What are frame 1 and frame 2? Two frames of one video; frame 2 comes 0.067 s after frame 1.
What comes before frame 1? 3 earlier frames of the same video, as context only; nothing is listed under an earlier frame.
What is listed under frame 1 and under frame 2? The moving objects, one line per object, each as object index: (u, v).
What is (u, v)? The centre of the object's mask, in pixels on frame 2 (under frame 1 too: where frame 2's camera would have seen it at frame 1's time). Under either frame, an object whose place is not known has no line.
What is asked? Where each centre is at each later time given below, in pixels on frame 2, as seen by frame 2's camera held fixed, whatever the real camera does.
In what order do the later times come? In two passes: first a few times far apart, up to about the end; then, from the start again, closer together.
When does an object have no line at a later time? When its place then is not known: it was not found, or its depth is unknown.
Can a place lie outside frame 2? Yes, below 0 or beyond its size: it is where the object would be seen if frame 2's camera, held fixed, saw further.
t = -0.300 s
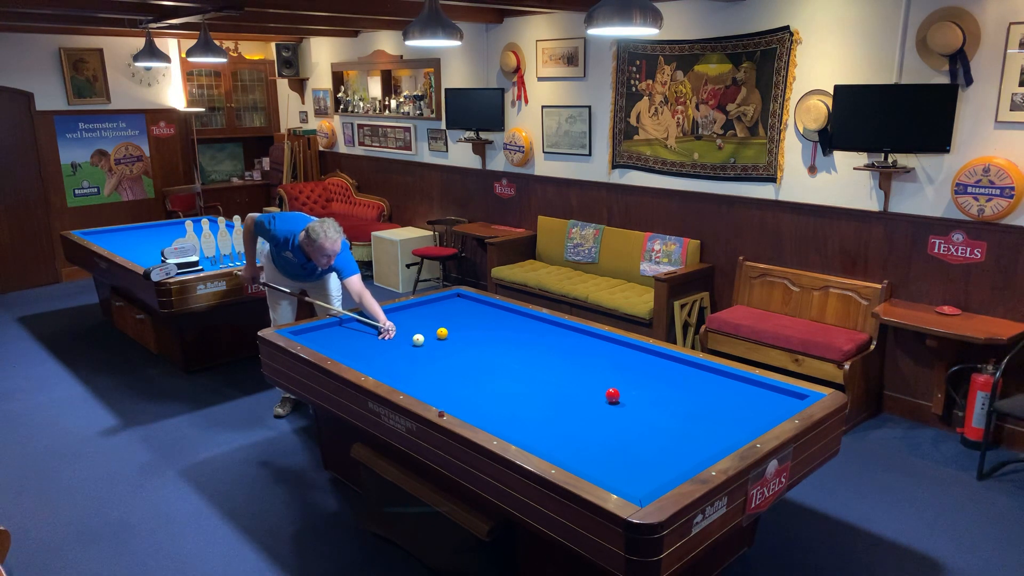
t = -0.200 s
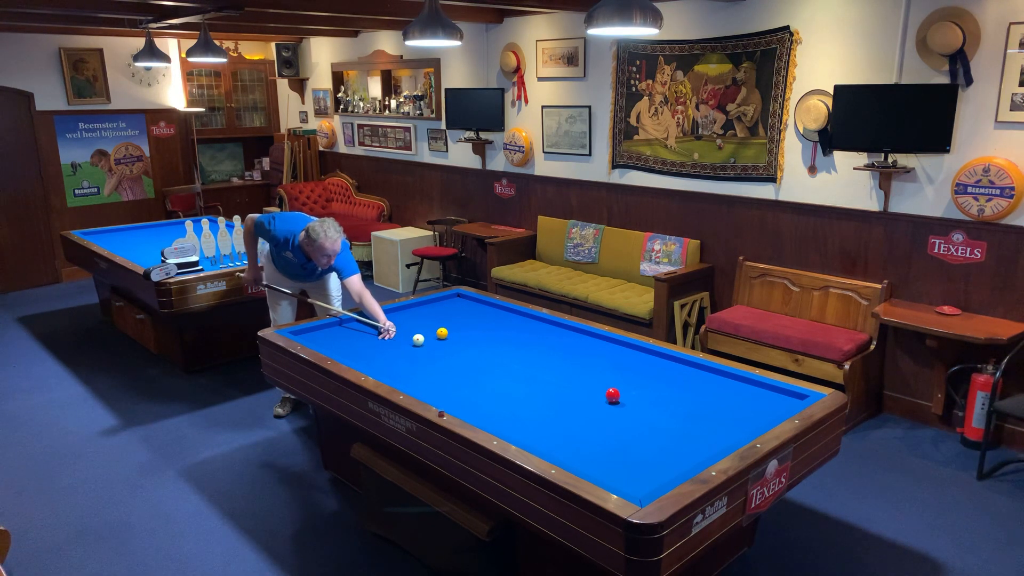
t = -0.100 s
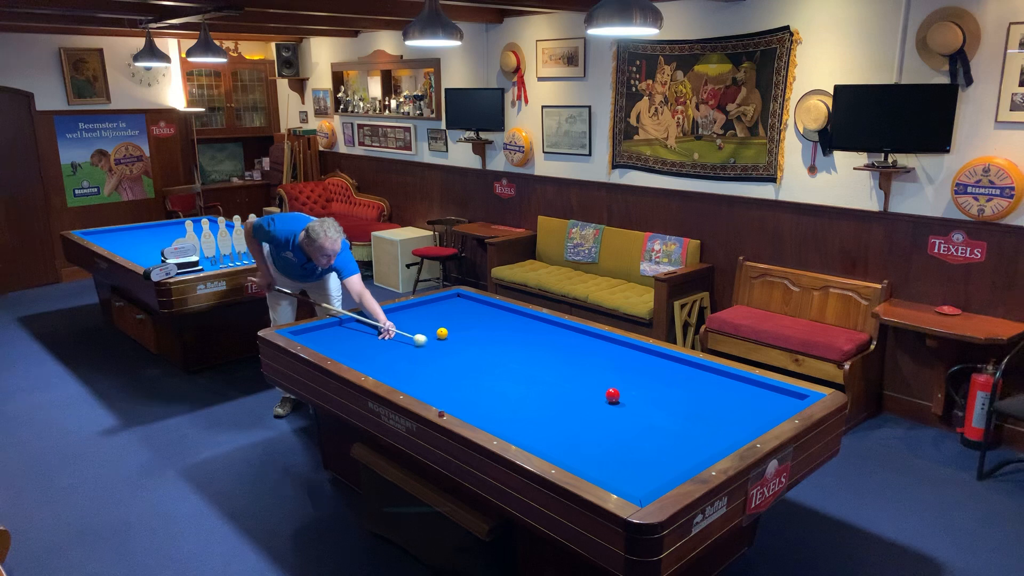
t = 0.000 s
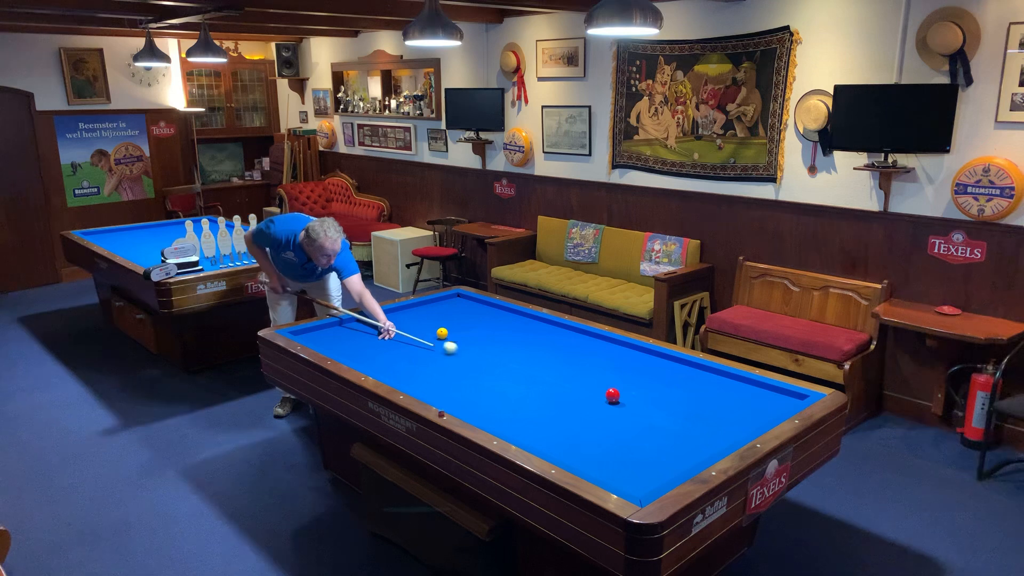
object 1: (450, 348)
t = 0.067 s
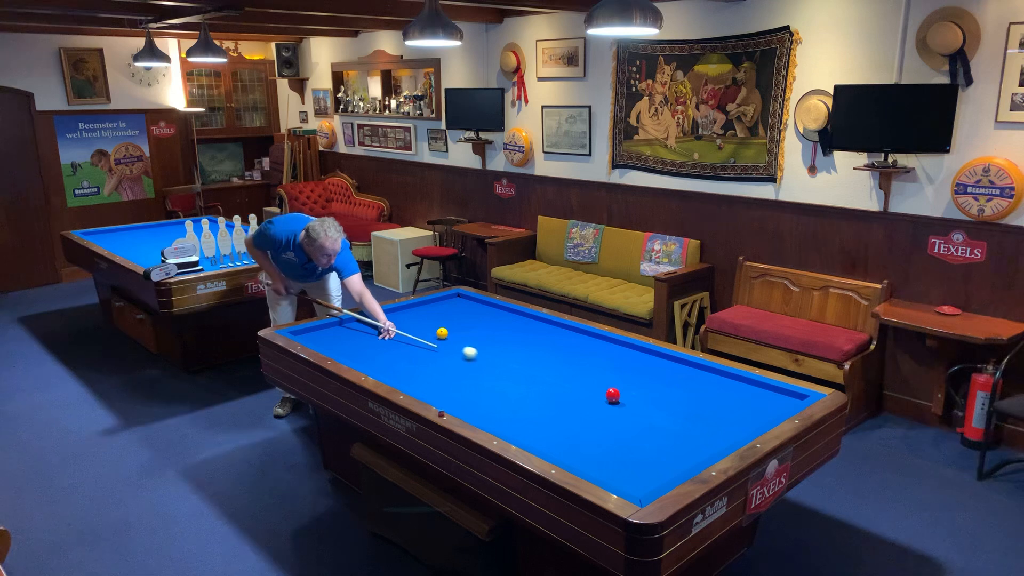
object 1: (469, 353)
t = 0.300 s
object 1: (541, 372)
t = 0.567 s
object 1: (623, 389)
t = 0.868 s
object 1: (695, 390)
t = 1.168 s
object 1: (770, 392)
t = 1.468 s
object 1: (775, 401)
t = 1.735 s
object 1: (737, 402)
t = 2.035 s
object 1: (695, 403)
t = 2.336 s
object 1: (654, 403)
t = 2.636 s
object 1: (613, 404)
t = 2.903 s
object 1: (579, 405)
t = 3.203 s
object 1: (541, 406)
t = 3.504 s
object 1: (504, 407)
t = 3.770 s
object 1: (472, 407)
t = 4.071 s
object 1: (454, 402)
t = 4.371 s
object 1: (452, 392)
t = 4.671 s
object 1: (450, 384)
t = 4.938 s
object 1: (449, 376)
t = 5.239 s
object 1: (447, 369)
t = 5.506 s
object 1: (446, 363)
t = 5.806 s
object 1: (445, 358)
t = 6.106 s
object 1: (444, 352)
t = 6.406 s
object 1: (443, 348)
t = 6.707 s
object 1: (442, 343)
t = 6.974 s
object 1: (441, 339)
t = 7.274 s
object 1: (440, 338)
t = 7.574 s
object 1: (440, 337)
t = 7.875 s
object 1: (439, 337)
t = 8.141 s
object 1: (439, 337)
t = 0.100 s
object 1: (479, 356)
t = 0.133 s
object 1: (489, 358)
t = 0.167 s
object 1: (499, 361)
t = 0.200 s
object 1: (509, 364)
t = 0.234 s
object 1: (520, 367)
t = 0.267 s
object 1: (531, 370)
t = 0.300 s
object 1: (541, 372)
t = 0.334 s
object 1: (552, 376)
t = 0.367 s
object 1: (564, 379)
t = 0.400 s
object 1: (575, 382)
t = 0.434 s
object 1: (587, 385)
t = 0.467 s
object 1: (598, 388)
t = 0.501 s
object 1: (608, 388)
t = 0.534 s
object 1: (615, 388)
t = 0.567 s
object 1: (623, 389)
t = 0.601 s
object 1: (631, 388)
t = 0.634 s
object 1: (638, 388)
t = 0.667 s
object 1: (646, 388)
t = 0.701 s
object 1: (654, 388)
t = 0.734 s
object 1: (662, 389)
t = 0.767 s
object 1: (670, 389)
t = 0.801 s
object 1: (679, 389)
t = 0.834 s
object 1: (687, 389)
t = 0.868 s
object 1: (695, 390)
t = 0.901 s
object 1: (703, 390)
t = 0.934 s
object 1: (712, 390)
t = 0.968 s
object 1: (720, 391)
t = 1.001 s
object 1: (728, 391)
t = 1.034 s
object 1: (736, 391)
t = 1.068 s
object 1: (745, 391)
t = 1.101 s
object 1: (753, 392)
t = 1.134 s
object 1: (761, 392)
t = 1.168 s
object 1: (770, 392)
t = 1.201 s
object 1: (778, 392)
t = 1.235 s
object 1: (785, 393)
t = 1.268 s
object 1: (789, 395)
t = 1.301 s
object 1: (792, 398)
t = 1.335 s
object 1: (795, 399)
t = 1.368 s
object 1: (790, 400)
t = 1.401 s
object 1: (785, 400)
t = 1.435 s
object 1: (780, 400)
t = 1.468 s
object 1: (775, 401)
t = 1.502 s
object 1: (770, 401)
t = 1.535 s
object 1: (765, 401)
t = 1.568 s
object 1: (761, 401)
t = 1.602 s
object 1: (756, 401)
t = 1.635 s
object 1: (751, 401)
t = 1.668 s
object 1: (746, 401)
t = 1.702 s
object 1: (742, 402)
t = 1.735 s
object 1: (737, 402)
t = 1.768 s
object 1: (732, 402)
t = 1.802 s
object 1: (727, 402)
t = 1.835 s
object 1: (723, 402)
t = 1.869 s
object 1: (718, 402)
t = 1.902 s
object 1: (713, 402)
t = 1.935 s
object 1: (709, 402)
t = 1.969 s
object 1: (704, 402)
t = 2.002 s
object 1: (699, 403)
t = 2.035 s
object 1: (695, 403)
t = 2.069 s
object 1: (690, 403)
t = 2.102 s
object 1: (685, 403)
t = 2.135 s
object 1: (681, 403)
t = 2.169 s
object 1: (676, 403)
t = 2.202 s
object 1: (672, 403)
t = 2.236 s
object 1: (667, 403)
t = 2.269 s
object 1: (663, 403)
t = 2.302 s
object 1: (658, 403)
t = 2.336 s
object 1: (654, 403)
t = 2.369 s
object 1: (649, 403)
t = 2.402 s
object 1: (644, 404)
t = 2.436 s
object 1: (640, 404)
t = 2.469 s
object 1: (635, 404)
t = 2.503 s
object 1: (631, 404)
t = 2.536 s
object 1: (627, 404)
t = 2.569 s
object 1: (622, 404)
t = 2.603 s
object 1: (618, 404)
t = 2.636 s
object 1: (613, 404)
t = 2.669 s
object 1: (609, 404)
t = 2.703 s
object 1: (605, 404)
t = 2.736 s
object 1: (600, 404)
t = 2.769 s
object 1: (596, 405)
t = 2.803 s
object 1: (592, 405)
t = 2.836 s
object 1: (587, 405)
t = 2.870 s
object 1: (583, 405)
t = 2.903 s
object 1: (579, 405)
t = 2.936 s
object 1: (574, 405)
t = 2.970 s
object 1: (570, 405)
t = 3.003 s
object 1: (566, 405)
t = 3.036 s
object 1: (562, 405)
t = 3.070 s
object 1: (558, 405)
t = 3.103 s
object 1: (553, 406)
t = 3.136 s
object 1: (549, 406)
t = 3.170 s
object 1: (545, 406)
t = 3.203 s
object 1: (541, 406)
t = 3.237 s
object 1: (537, 406)
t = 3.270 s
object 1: (532, 406)
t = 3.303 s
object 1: (528, 406)
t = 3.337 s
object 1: (524, 406)
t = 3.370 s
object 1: (520, 406)
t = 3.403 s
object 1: (516, 406)
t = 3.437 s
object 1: (512, 407)
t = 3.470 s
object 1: (508, 407)
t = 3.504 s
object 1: (504, 407)
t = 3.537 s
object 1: (500, 407)
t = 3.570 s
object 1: (496, 407)
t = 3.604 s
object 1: (491, 407)
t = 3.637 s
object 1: (487, 407)
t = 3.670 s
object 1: (483, 407)
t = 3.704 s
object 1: (479, 408)
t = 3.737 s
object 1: (476, 408)
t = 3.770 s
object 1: (472, 407)
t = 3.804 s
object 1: (468, 407)
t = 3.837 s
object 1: (464, 407)
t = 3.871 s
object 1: (460, 406)
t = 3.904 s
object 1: (456, 405)
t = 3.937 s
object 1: (455, 405)
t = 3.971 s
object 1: (455, 404)
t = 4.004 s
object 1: (455, 403)
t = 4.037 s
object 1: (455, 402)
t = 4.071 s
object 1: (454, 402)
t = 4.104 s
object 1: (454, 401)
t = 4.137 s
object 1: (454, 400)
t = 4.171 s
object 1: (453, 399)
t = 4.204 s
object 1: (453, 398)
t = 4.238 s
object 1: (453, 397)
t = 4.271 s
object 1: (453, 396)
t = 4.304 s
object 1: (452, 395)
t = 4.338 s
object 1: (452, 394)
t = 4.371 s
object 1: (452, 392)
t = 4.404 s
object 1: (452, 392)
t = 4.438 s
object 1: (451, 391)
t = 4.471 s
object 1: (451, 390)
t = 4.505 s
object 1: (451, 389)
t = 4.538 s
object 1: (451, 388)
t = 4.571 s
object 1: (451, 386)
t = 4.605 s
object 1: (451, 386)
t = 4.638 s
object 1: (450, 384)
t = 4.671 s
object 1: (450, 384)
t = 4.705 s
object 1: (450, 383)
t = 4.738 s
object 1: (450, 382)
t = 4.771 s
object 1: (450, 381)
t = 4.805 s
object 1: (449, 380)
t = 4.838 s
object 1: (449, 379)
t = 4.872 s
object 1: (449, 378)
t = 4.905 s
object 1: (449, 378)
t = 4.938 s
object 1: (449, 376)
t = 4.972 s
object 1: (449, 376)
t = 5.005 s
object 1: (448, 375)
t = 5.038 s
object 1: (448, 374)
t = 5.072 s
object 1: (448, 373)
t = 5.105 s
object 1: (448, 372)
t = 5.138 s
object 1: (448, 371)
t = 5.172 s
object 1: (448, 371)
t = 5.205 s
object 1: (447, 370)
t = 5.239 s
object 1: (447, 369)
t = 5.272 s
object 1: (447, 368)
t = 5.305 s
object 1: (447, 368)
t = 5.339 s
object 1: (447, 367)
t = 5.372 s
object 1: (447, 366)
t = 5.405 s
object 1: (447, 365)
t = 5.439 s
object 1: (447, 365)
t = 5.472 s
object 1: (446, 364)
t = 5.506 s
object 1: (446, 363)
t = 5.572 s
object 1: (446, 363)
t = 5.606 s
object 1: (446, 362)
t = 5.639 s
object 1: (446, 361)
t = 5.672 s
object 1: (446, 361)
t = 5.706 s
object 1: (445, 360)
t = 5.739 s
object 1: (445, 359)
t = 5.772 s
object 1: (445, 358)
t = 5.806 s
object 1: (445, 358)
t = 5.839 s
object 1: (445, 357)
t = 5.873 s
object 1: (445, 357)
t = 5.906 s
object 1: (444, 356)
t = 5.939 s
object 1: (444, 355)
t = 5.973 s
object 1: (444, 355)
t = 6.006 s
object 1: (444, 354)
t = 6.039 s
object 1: (444, 353)
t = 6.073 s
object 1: (444, 353)
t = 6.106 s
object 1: (444, 352)
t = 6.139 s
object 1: (444, 352)
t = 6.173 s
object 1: (444, 351)
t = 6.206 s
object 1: (443, 351)
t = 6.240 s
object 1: (443, 350)
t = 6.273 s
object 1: (443, 349)
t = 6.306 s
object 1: (443, 349)
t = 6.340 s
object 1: (443, 348)
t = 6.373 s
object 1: (443, 348)
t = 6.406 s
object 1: (443, 348)
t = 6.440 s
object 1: (442, 347)
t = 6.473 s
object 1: (442, 346)
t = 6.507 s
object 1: (442, 346)
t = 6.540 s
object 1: (442, 345)
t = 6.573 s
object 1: (442, 345)
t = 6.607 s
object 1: (442, 344)
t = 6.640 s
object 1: (442, 344)
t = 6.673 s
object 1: (442, 344)
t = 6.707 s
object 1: (442, 343)
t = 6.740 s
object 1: (442, 343)
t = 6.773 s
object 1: (441, 342)
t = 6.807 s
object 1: (441, 342)
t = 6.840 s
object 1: (441, 341)
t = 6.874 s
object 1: (441, 341)
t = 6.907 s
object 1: (441, 340)
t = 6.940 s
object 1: (441, 340)
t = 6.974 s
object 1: (441, 339)
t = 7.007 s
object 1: (441, 339)
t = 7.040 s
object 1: (441, 339)
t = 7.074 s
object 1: (441, 338)
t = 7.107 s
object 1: (441, 338)
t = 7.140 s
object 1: (441, 338)
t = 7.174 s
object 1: (441, 338)
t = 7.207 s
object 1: (440, 338)
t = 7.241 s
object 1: (440, 338)
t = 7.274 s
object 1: (440, 338)
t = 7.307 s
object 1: (440, 337)
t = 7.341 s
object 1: (440, 337)
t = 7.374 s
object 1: (440, 337)
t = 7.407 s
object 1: (440, 337)
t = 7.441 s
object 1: (440, 337)
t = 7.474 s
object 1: (440, 337)
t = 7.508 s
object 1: (440, 337)
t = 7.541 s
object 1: (440, 337)
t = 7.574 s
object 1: (440, 337)
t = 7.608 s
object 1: (440, 337)
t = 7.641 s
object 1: (440, 337)
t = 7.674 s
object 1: (440, 337)
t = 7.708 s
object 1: (440, 337)
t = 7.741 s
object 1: (440, 337)
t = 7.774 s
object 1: (440, 337)
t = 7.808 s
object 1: (439, 337)
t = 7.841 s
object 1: (439, 337)
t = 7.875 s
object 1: (439, 337)
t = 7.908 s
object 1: (439, 337)
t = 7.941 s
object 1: (439, 337)
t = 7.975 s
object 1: (439, 337)
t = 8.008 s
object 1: (439, 337)
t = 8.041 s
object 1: (439, 337)
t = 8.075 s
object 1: (439, 337)
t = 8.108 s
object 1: (439, 337)
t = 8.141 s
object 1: (439, 337)
